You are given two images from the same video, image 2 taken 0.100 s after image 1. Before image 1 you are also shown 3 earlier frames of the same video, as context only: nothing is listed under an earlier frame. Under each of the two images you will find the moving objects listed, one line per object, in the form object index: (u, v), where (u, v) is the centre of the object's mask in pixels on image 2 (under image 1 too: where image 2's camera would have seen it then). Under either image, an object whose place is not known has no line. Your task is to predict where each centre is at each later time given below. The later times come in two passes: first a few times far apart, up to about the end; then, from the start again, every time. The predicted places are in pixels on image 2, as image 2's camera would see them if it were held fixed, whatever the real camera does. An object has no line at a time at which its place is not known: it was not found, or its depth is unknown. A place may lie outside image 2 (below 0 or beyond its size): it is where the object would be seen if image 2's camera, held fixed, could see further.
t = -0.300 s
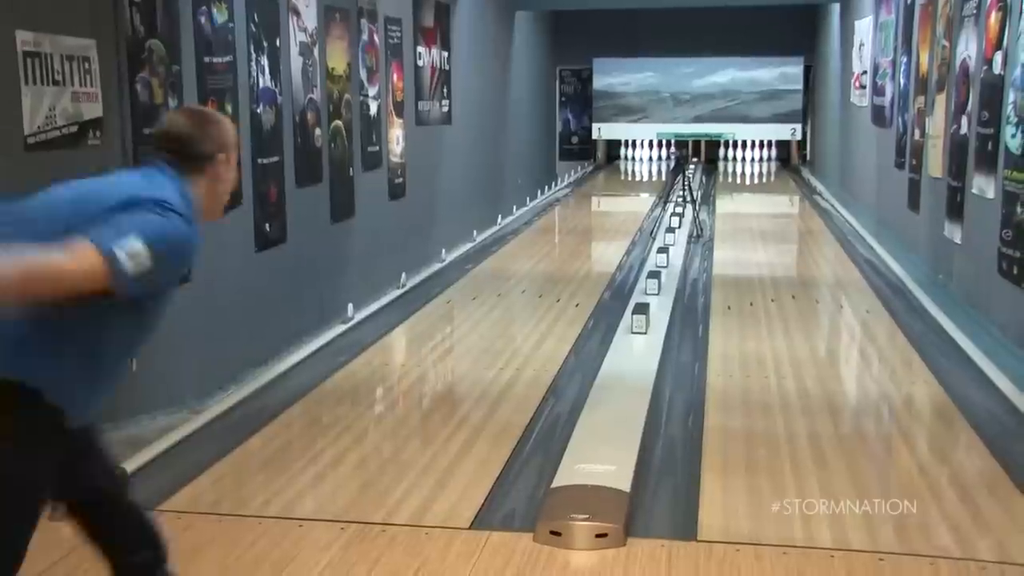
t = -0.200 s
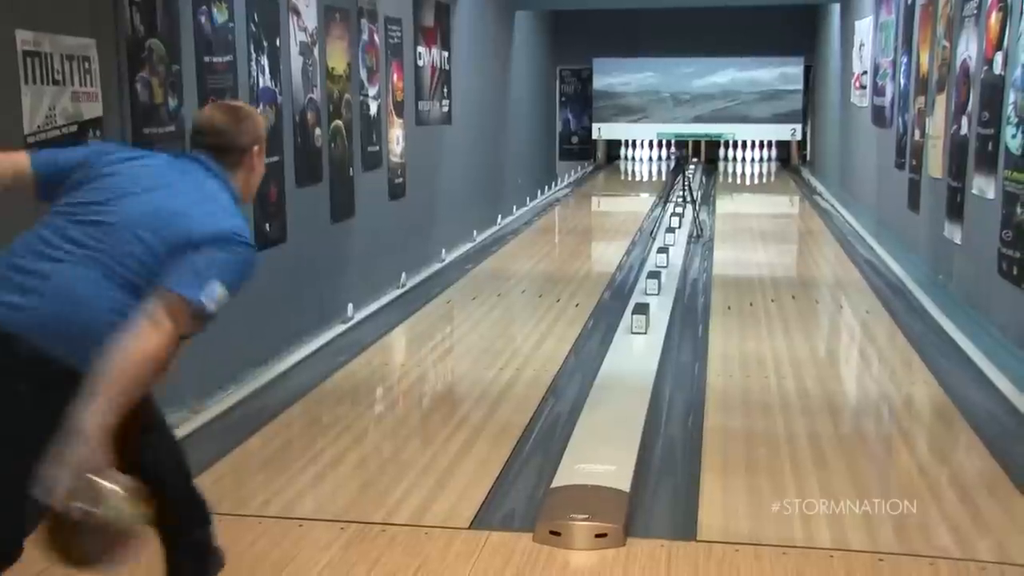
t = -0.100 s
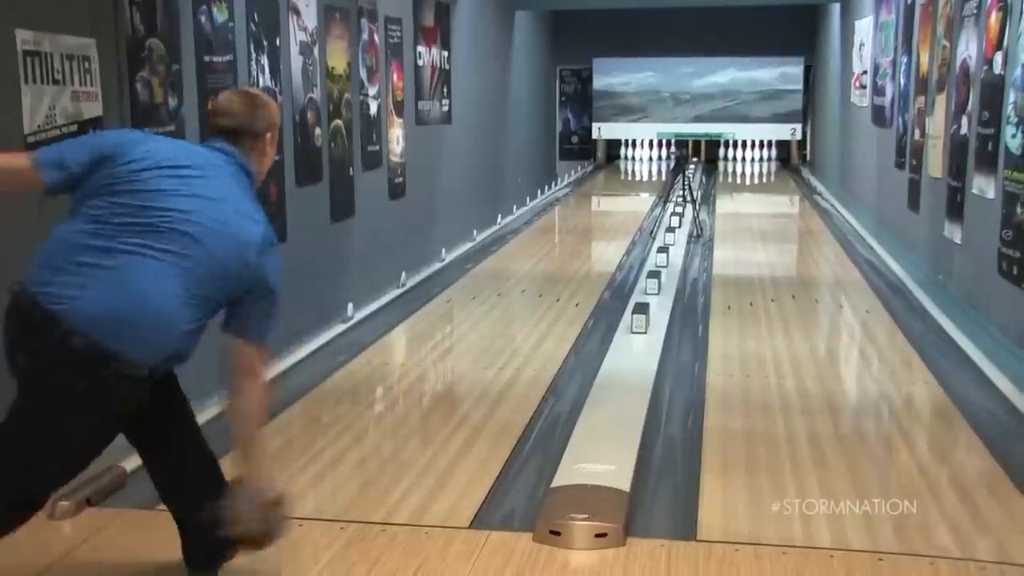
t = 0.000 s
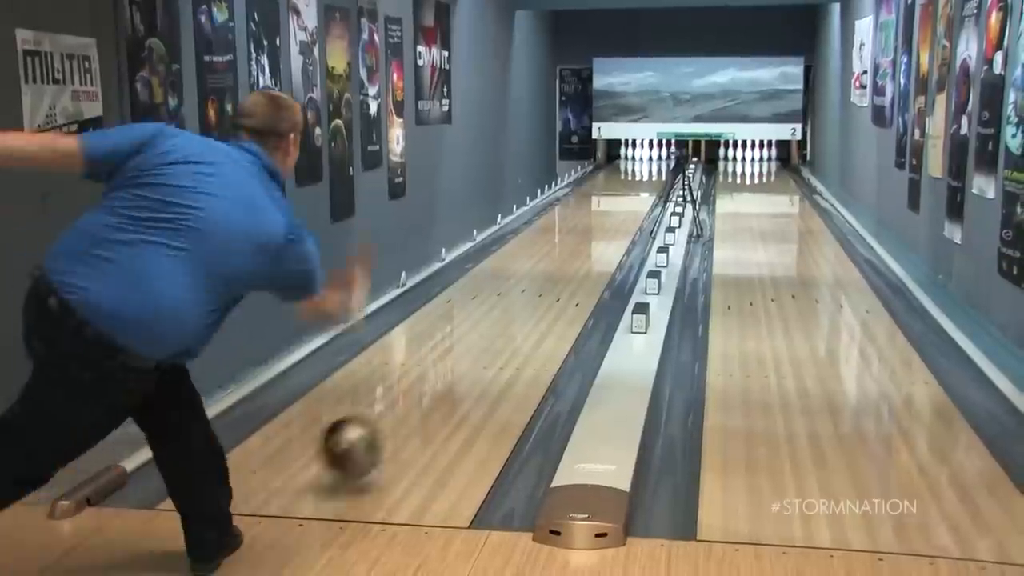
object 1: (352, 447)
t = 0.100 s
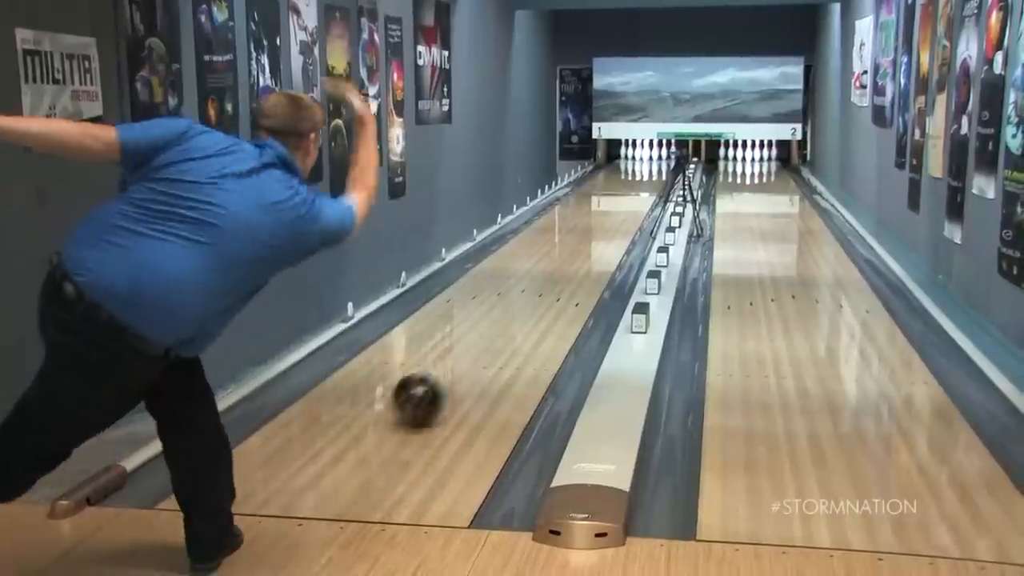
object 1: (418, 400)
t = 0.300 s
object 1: (501, 323)
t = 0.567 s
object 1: (563, 264)
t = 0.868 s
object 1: (604, 225)
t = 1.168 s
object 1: (628, 201)
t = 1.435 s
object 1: (643, 184)
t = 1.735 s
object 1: (652, 170)
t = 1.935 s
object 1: (654, 167)
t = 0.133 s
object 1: (435, 384)
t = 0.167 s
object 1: (450, 370)
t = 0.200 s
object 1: (465, 357)
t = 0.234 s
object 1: (478, 345)
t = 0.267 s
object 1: (490, 334)
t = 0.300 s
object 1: (501, 323)
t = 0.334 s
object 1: (510, 315)
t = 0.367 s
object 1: (520, 306)
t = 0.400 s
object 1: (529, 297)
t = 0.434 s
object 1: (537, 290)
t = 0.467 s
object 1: (542, 284)
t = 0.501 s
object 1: (550, 277)
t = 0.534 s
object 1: (557, 271)
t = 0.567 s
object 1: (563, 264)
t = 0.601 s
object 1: (569, 259)
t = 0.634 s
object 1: (574, 254)
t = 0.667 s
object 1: (579, 249)
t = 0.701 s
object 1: (584, 245)
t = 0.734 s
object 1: (588, 240)
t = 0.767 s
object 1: (592, 236)
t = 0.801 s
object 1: (596, 232)
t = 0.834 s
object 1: (600, 228)
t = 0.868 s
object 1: (604, 225)
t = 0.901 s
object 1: (607, 222)
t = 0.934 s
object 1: (610, 219)
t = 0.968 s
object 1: (613, 215)
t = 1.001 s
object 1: (616, 213)
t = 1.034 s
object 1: (619, 210)
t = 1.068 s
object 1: (622, 207)
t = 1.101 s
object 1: (624, 204)
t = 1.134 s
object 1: (626, 202)
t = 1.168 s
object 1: (628, 201)
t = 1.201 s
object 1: (631, 197)
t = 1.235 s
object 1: (632, 196)
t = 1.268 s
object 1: (634, 194)
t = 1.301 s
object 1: (636, 192)
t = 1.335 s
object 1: (639, 189)
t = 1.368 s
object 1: (640, 188)
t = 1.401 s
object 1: (642, 186)
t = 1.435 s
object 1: (643, 184)
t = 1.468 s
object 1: (644, 182)
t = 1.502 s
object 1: (646, 181)
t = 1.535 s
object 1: (647, 179)
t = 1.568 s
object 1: (648, 178)
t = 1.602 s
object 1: (650, 176)
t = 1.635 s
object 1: (650, 175)
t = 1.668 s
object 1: (650, 173)
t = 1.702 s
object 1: (651, 172)
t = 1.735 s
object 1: (652, 170)
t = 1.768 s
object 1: (652, 169)
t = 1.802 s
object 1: (653, 169)
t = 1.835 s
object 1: (653, 167)
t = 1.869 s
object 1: (653, 168)
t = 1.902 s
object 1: (654, 167)
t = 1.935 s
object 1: (654, 167)
